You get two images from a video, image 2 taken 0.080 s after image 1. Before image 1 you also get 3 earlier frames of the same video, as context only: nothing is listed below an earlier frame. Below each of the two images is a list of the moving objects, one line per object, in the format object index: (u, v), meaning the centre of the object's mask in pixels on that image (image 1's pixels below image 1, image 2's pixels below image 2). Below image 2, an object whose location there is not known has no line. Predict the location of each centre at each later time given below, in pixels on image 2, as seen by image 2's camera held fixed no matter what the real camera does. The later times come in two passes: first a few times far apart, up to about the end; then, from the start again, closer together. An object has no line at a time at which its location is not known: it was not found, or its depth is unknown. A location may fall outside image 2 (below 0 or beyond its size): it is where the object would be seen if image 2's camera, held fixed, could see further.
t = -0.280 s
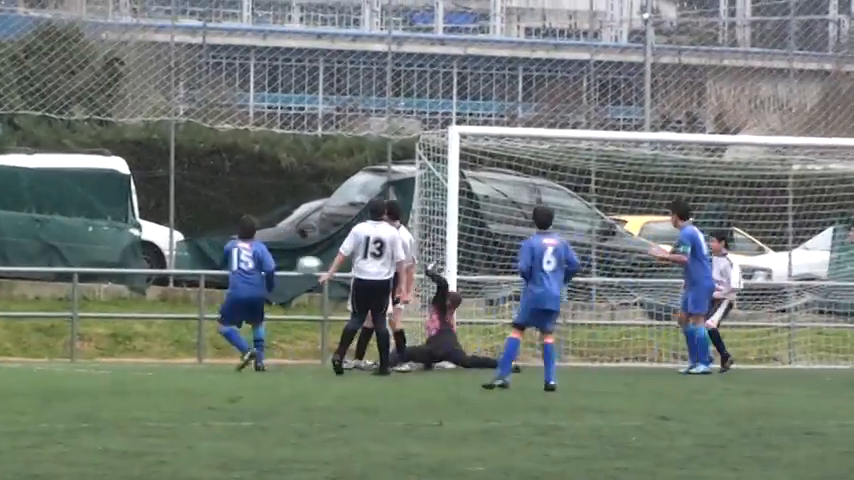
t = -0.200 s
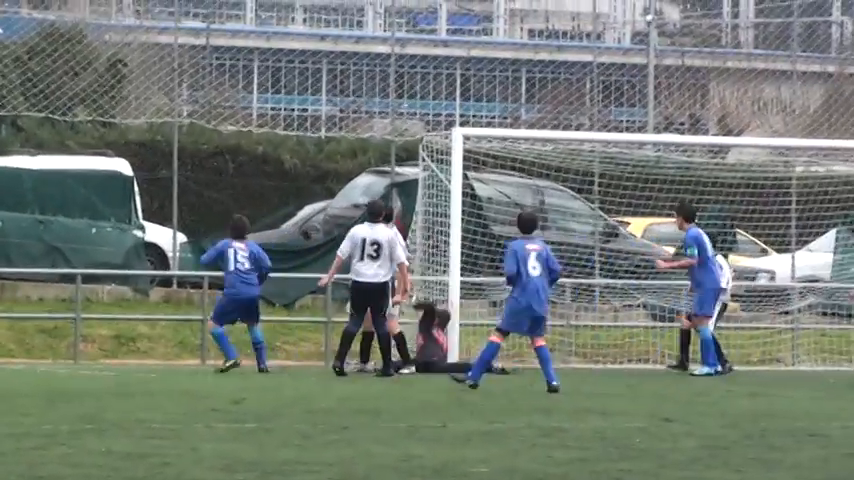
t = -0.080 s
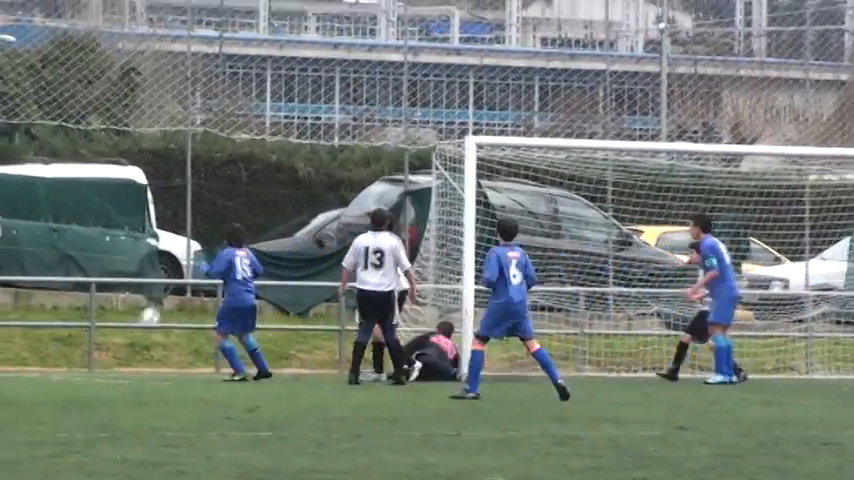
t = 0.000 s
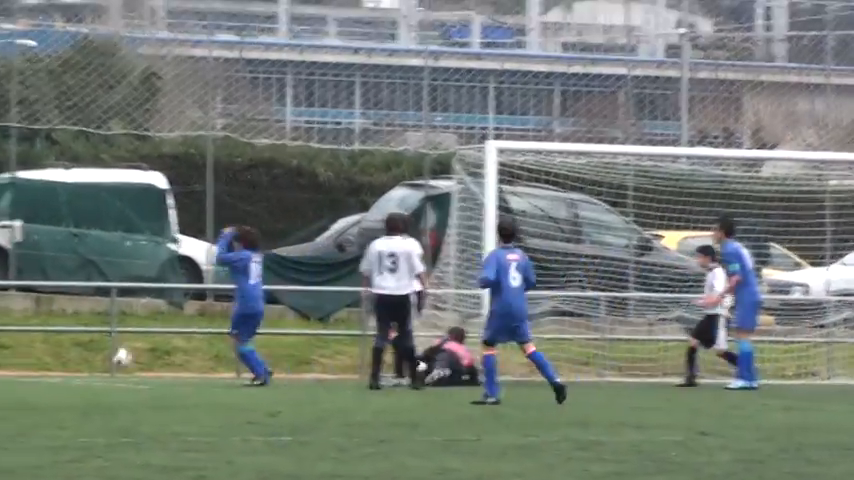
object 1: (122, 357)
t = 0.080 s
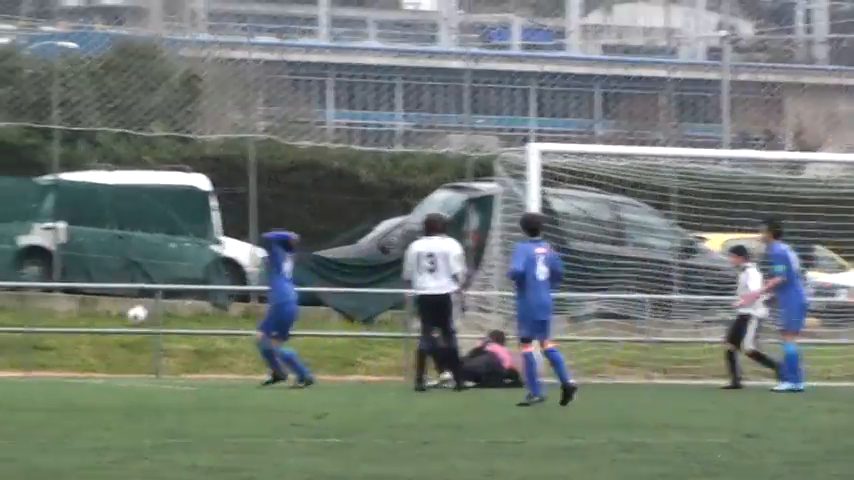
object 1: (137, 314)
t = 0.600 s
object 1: (-65, 172)
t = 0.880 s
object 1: (-177, 199)
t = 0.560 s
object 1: (-50, 174)
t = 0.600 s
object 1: (-65, 172)
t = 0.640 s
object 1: (-81, 171)
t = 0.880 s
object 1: (-177, 199)
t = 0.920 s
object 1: (-192, 208)
